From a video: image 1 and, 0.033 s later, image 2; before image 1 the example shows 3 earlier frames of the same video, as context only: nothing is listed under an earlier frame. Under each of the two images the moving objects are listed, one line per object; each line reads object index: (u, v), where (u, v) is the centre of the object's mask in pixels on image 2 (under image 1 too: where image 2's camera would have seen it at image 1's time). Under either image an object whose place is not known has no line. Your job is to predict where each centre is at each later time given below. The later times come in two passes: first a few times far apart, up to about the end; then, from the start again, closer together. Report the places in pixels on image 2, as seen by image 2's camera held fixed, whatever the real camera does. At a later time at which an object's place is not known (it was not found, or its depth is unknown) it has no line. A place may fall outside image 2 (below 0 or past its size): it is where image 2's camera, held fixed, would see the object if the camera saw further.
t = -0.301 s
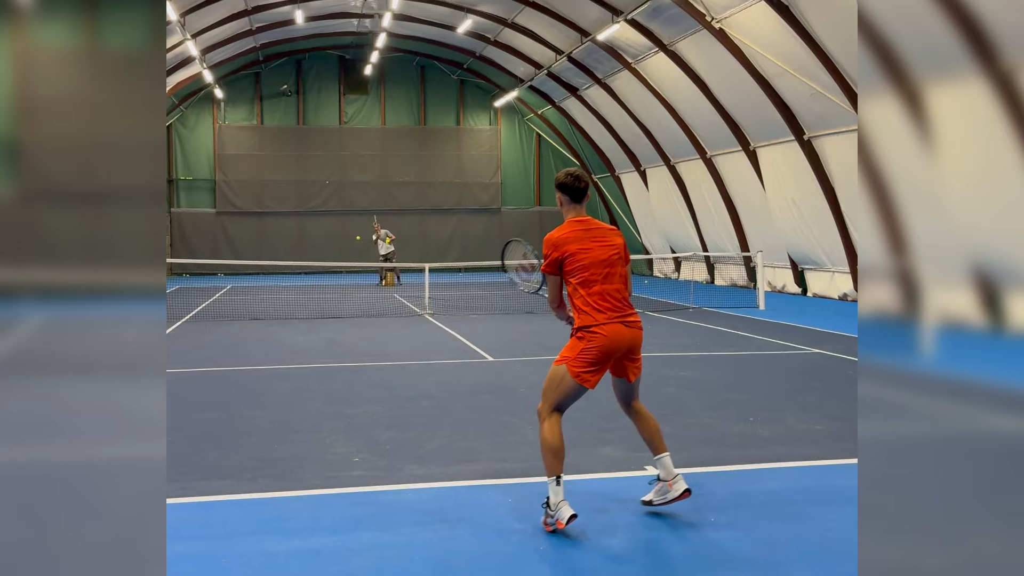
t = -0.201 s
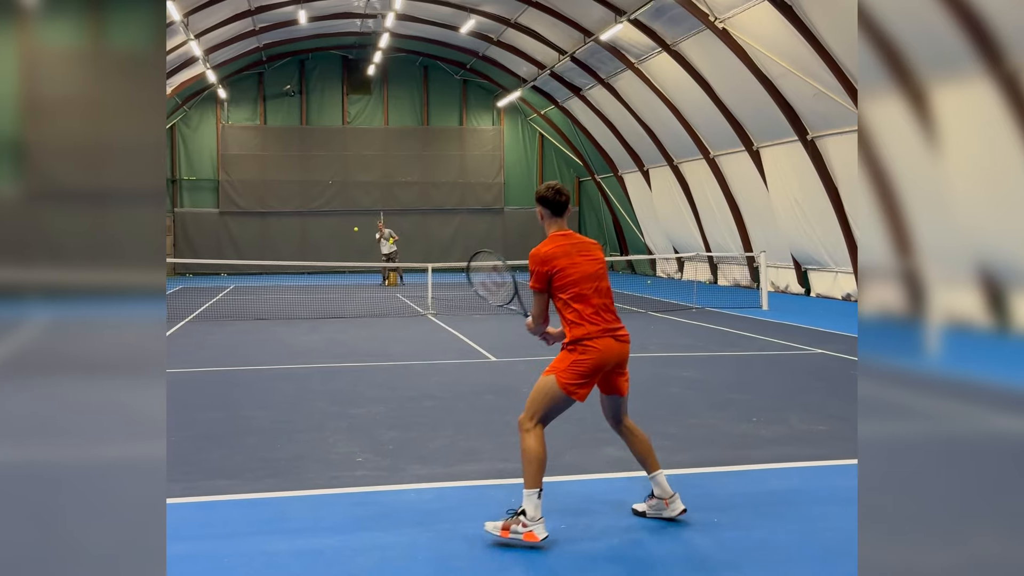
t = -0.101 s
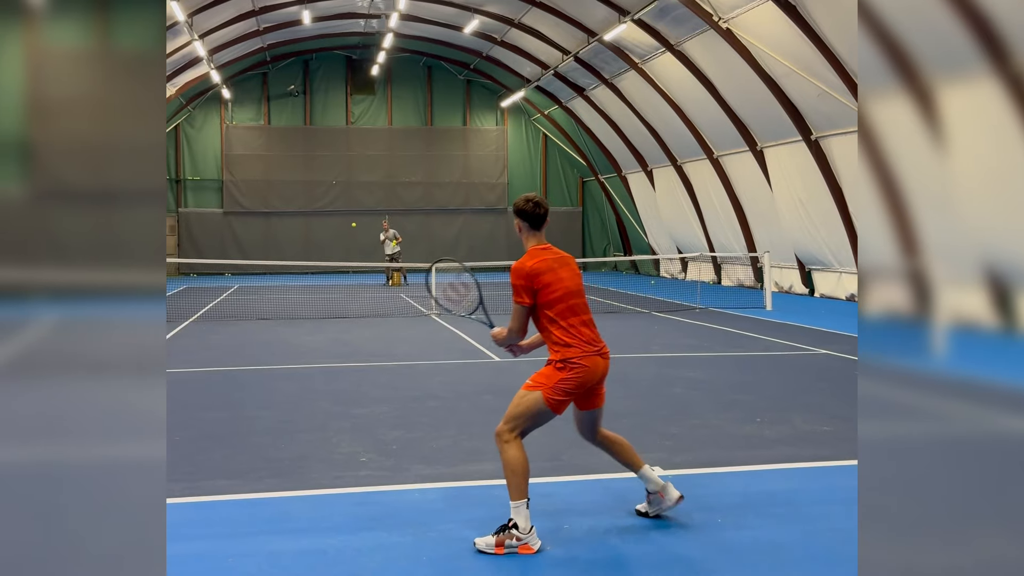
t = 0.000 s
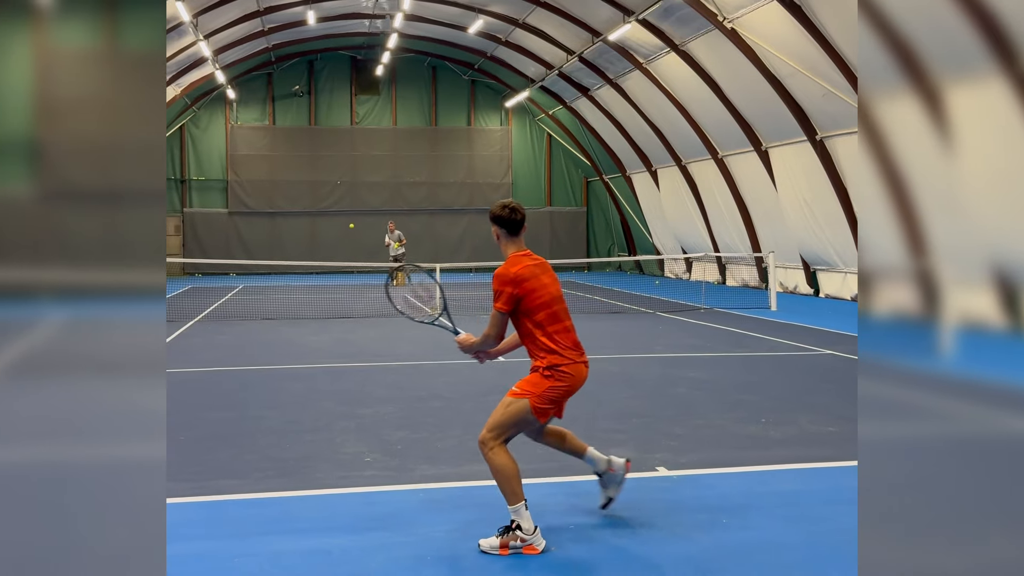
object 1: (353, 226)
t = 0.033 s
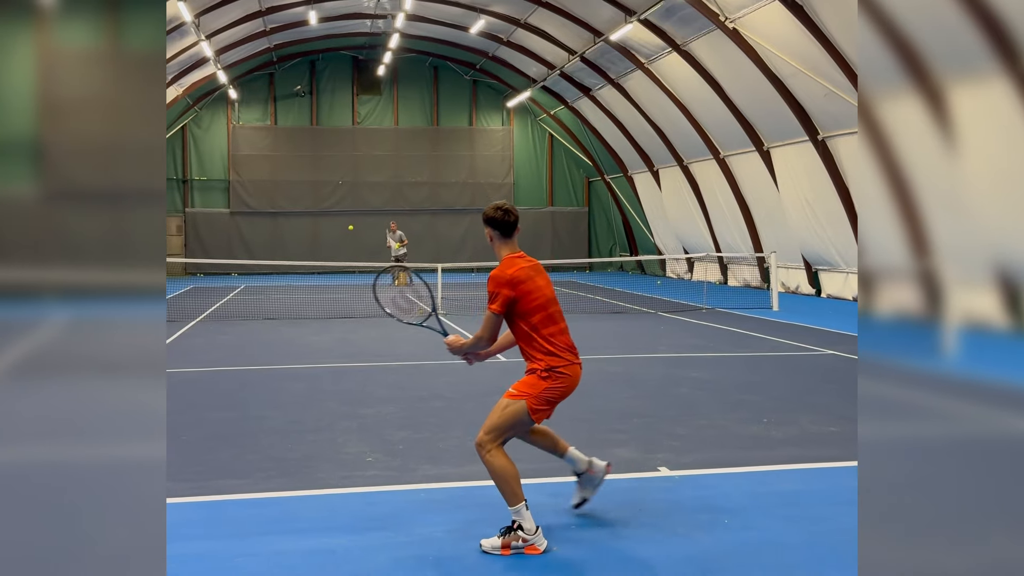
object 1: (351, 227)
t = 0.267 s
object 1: (330, 268)
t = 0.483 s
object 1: (304, 374)
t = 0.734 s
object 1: (281, 319)
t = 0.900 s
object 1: (262, 320)
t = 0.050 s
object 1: (349, 229)
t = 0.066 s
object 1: (348, 230)
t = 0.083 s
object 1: (347, 232)
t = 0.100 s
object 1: (345, 234)
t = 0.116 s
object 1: (344, 236)
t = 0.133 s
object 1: (343, 238)
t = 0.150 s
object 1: (341, 241)
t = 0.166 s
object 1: (340, 244)
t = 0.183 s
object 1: (339, 247)
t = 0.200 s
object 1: (337, 250)
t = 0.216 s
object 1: (336, 254)
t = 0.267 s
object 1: (330, 268)
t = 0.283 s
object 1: (328, 273)
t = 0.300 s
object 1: (326, 279)
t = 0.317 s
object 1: (325, 285)
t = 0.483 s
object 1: (304, 374)
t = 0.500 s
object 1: (303, 370)
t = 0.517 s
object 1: (301, 364)
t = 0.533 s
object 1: (300, 360)
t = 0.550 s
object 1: (298, 355)
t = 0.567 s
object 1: (297, 351)
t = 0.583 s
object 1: (295, 346)
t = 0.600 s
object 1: (294, 342)
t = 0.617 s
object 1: (292, 338)
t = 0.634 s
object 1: (290, 335)
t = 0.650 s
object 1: (289, 331)
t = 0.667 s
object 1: (287, 328)
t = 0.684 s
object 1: (286, 326)
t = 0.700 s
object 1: (284, 323)
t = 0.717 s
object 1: (283, 321)
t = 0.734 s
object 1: (281, 319)
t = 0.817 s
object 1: (272, 315)
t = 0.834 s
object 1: (270, 315)
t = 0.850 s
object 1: (268, 315)
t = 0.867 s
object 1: (266, 316)
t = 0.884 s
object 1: (264, 318)
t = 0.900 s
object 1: (262, 320)
